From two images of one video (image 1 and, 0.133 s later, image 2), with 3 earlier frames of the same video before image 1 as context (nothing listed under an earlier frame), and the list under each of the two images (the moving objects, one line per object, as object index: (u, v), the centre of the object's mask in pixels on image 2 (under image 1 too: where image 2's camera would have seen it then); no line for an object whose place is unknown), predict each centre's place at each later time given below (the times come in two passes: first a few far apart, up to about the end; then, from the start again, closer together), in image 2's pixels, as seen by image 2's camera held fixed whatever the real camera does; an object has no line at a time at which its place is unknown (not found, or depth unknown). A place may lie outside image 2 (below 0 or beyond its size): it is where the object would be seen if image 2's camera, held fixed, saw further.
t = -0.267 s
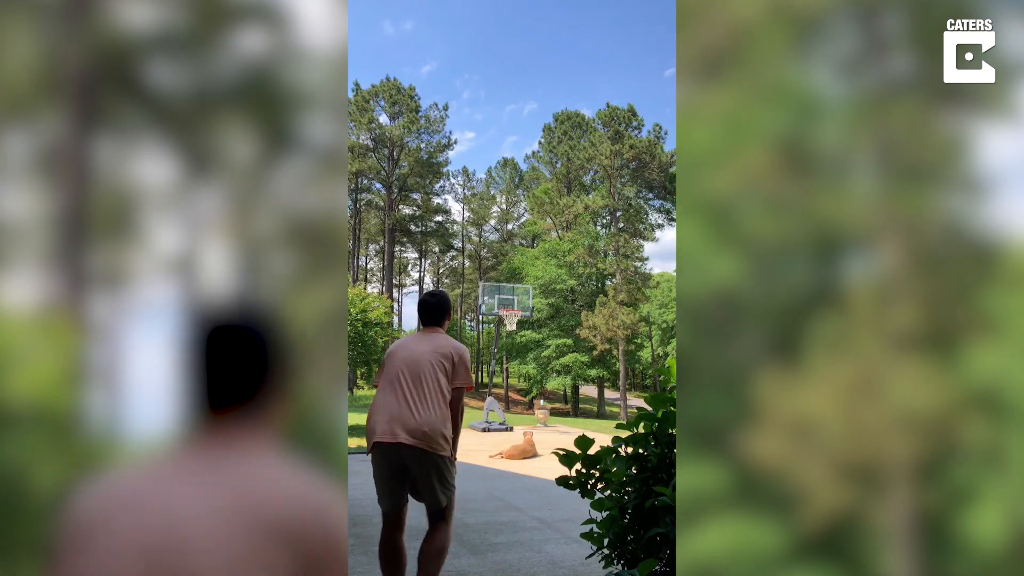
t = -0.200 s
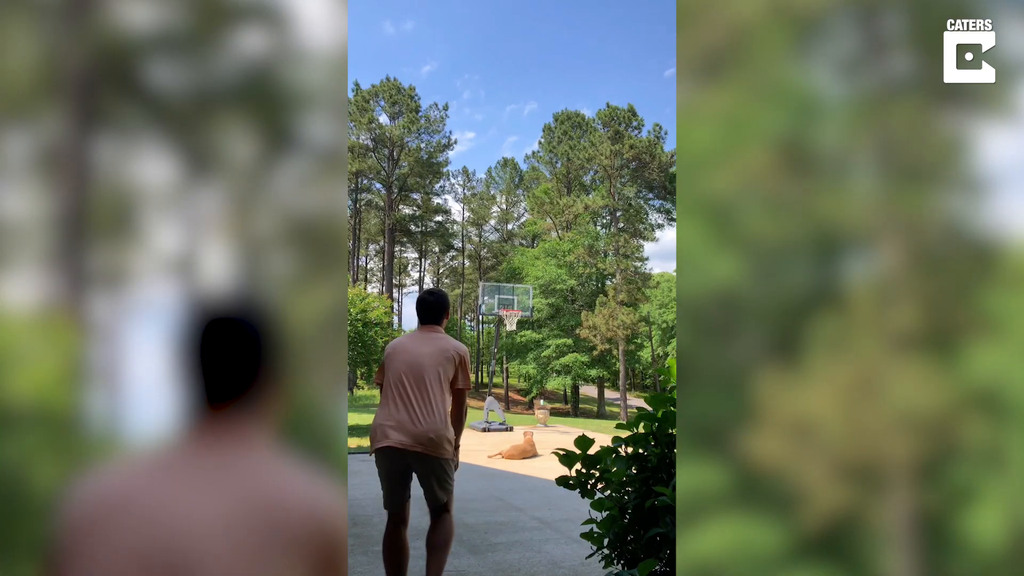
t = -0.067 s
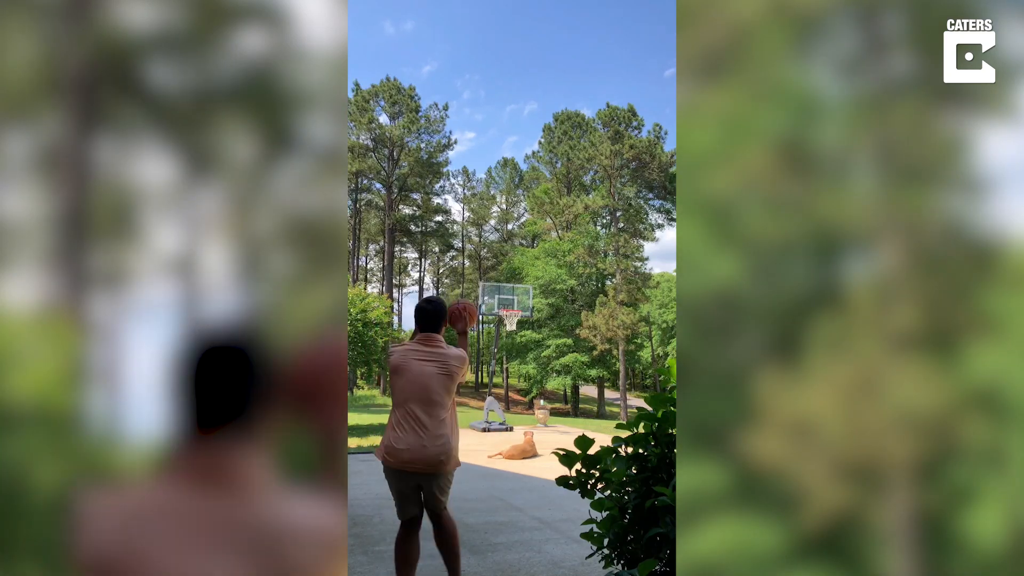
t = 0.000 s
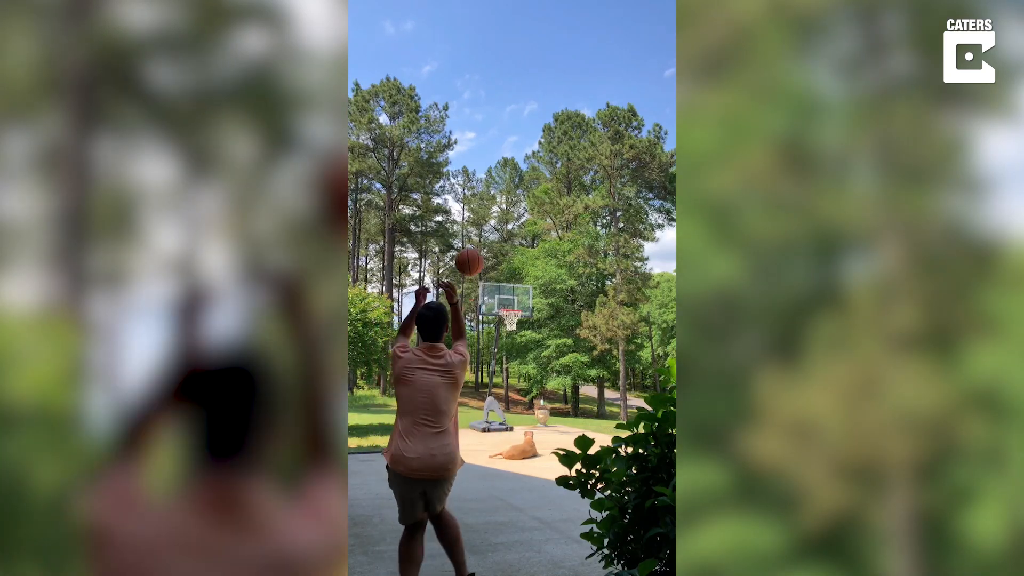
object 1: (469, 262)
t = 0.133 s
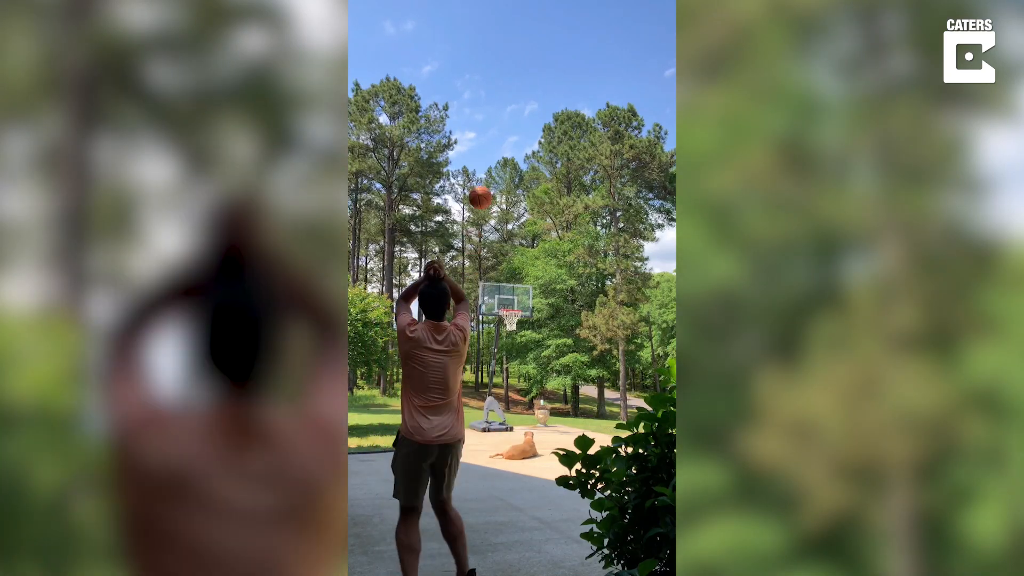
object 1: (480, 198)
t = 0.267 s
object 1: (487, 165)
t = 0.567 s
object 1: (498, 159)
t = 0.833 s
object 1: (504, 193)
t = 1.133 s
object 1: (508, 256)
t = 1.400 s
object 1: (511, 319)
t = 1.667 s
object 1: (507, 329)
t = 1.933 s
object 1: (503, 371)
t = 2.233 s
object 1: (498, 416)
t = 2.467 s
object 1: (495, 380)
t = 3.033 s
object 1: (487, 396)
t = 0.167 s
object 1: (482, 187)
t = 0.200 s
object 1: (484, 178)
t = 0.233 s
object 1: (486, 171)
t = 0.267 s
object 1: (487, 165)
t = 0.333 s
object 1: (490, 158)
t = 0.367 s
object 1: (492, 156)
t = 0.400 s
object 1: (493, 155)
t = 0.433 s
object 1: (494, 154)
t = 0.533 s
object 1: (497, 157)
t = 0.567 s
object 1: (498, 159)
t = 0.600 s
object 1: (499, 162)
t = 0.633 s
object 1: (499, 165)
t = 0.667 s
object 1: (500, 168)
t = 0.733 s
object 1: (501, 177)
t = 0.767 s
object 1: (502, 182)
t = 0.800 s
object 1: (503, 187)
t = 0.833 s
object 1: (504, 193)
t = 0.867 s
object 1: (505, 199)
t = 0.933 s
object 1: (506, 211)
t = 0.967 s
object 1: (506, 218)
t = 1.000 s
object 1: (506, 226)
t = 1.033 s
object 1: (507, 233)
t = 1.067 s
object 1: (507, 240)
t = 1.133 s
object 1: (508, 256)
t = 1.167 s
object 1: (509, 264)
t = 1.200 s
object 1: (509, 272)
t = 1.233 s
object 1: (509, 281)
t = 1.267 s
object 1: (509, 290)
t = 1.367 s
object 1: (511, 315)
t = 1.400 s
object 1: (511, 319)
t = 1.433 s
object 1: (511, 318)
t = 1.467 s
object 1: (510, 318)
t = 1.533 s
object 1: (509, 320)
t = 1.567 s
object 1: (509, 321)
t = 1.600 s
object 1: (508, 323)
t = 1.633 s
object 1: (508, 326)
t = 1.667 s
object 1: (507, 329)
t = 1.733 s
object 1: (506, 336)
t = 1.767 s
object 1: (506, 341)
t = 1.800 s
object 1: (505, 346)
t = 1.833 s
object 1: (505, 351)
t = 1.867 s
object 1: (504, 357)
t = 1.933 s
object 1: (503, 371)
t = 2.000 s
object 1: (502, 386)
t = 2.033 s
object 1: (501, 395)
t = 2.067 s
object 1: (501, 404)
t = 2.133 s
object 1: (500, 425)
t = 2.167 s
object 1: (499, 431)
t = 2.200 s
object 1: (499, 423)
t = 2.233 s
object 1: (498, 416)
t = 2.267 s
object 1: (498, 409)
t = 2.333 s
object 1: (497, 397)
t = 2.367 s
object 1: (497, 392)
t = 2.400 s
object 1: (496, 388)
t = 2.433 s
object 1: (496, 383)
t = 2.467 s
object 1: (495, 380)
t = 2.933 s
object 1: (489, 383)
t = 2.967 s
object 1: (488, 386)
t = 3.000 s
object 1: (488, 391)
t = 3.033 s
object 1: (487, 396)
